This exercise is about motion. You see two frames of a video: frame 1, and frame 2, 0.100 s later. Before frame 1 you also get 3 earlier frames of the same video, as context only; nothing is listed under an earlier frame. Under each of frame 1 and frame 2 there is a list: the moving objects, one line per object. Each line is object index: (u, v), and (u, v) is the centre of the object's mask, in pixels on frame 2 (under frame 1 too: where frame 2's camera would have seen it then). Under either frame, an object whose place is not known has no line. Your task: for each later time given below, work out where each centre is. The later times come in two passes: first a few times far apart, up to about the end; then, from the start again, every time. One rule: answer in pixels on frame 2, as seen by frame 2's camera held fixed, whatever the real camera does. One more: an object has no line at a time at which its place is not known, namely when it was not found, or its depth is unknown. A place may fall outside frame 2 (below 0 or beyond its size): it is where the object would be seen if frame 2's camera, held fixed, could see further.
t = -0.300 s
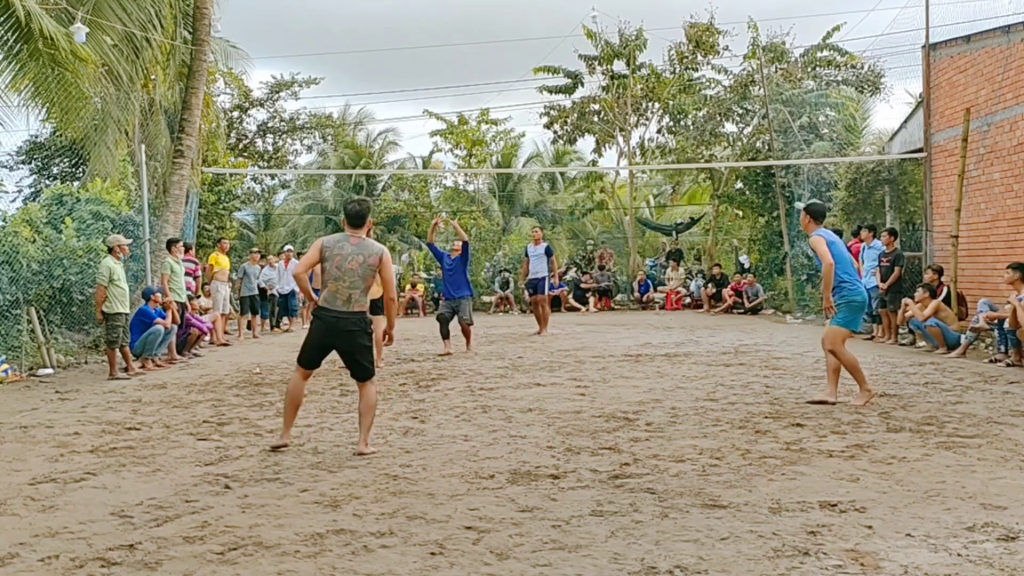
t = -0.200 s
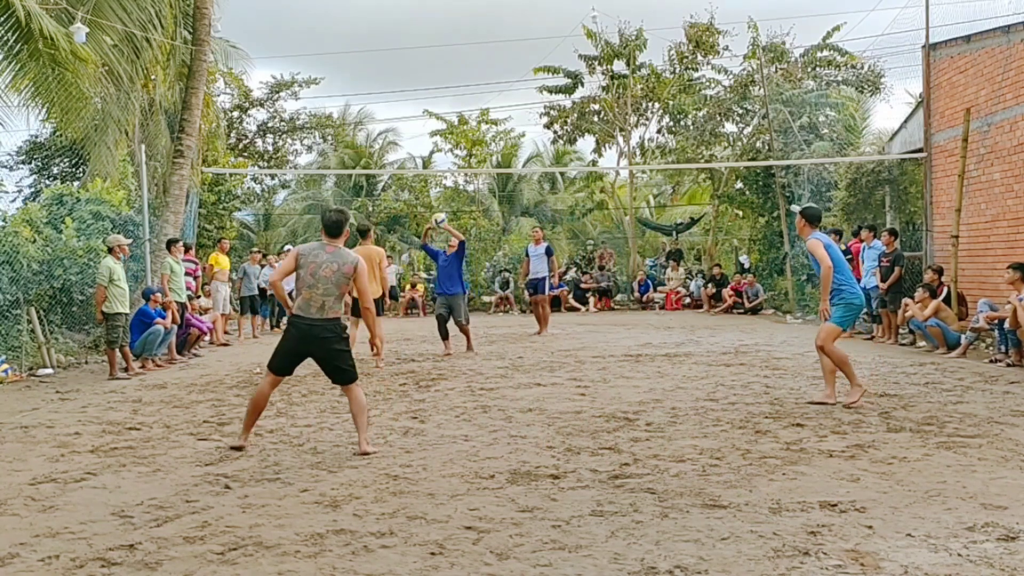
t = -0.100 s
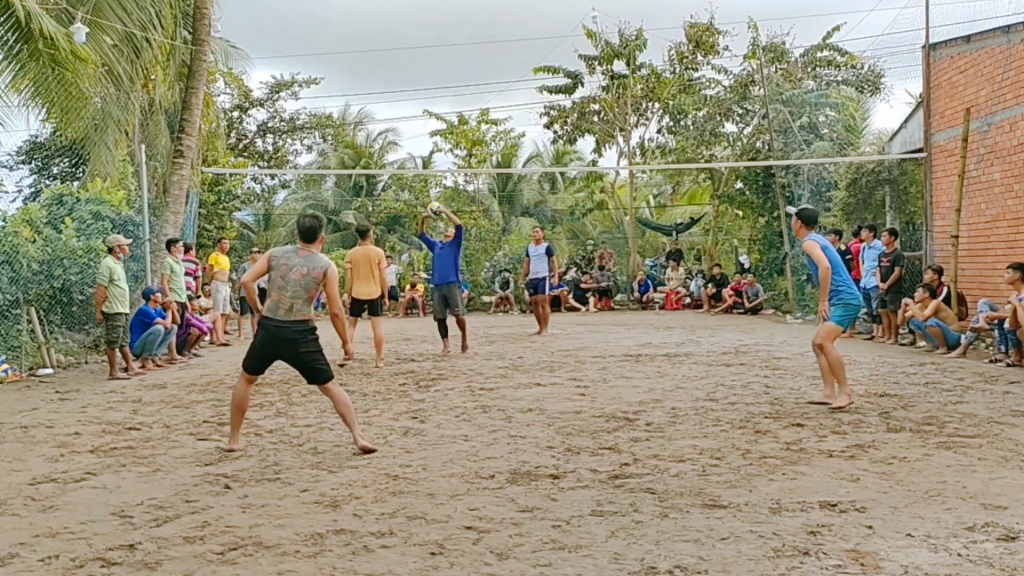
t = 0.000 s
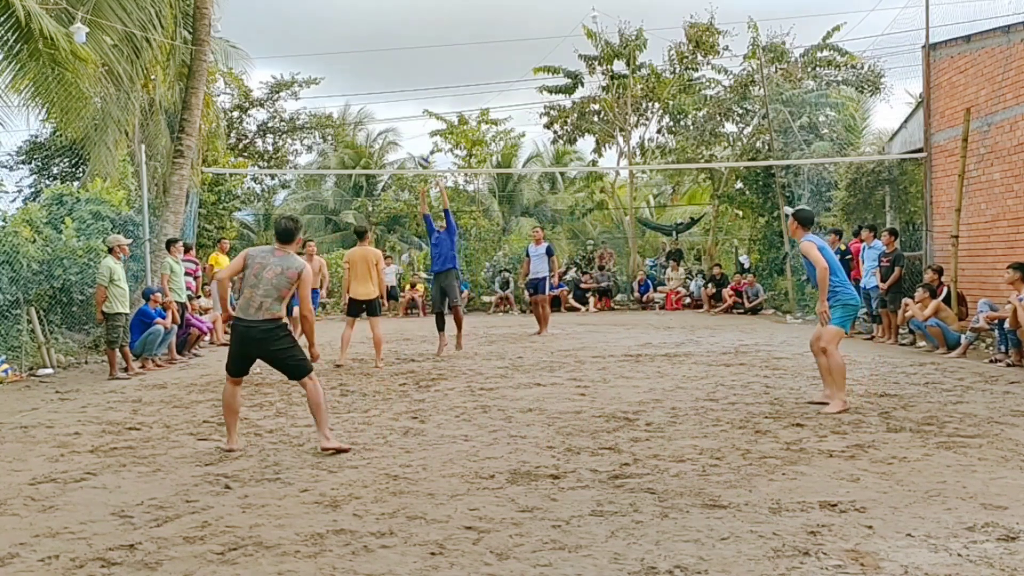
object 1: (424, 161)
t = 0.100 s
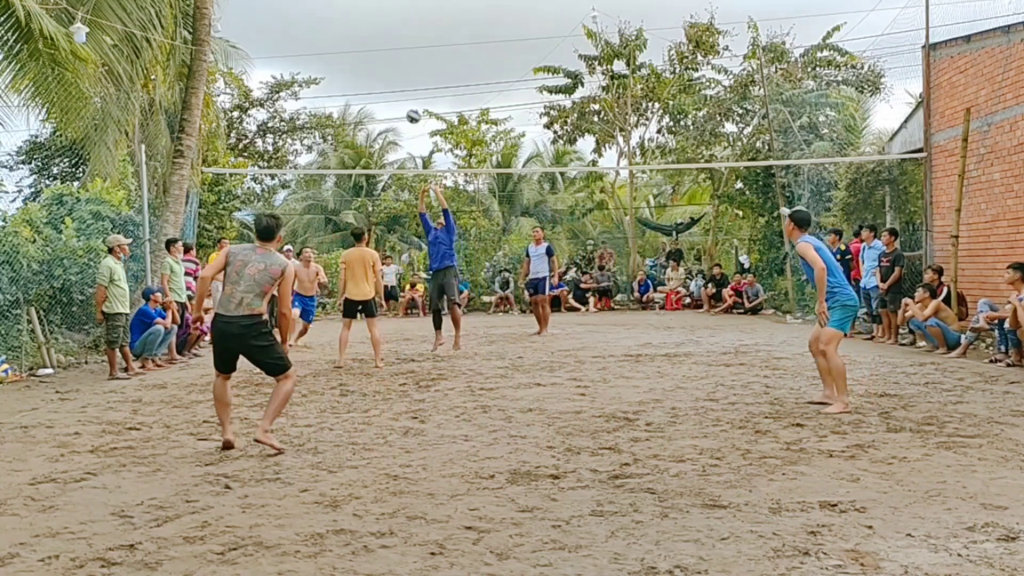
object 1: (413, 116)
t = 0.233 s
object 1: (400, 71)
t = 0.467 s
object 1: (378, 23)
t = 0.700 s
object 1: (359, 15)
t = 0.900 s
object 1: (343, 40)
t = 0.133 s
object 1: (410, 103)
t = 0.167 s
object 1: (406, 91)
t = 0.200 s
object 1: (403, 80)
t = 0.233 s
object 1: (400, 71)
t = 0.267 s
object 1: (397, 61)
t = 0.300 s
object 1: (393, 52)
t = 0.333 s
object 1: (390, 45)
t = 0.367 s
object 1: (388, 38)
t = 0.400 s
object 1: (384, 32)
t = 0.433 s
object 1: (381, 27)
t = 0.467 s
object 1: (378, 23)
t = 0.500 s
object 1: (375, 19)
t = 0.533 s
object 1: (373, 17)
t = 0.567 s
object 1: (370, 15)
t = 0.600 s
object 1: (367, 14)
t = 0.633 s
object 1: (364, 13)
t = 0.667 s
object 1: (362, 14)
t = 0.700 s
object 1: (359, 15)
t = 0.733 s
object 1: (356, 17)
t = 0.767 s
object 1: (353, 20)
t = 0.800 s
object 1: (350, 24)
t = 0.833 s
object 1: (348, 29)
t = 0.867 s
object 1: (345, 34)
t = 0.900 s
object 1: (343, 40)
